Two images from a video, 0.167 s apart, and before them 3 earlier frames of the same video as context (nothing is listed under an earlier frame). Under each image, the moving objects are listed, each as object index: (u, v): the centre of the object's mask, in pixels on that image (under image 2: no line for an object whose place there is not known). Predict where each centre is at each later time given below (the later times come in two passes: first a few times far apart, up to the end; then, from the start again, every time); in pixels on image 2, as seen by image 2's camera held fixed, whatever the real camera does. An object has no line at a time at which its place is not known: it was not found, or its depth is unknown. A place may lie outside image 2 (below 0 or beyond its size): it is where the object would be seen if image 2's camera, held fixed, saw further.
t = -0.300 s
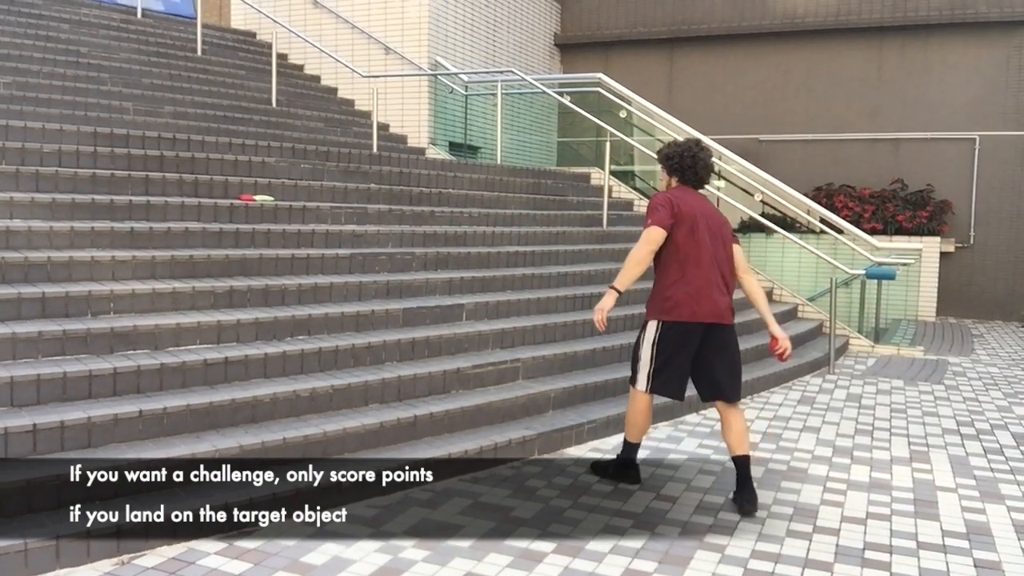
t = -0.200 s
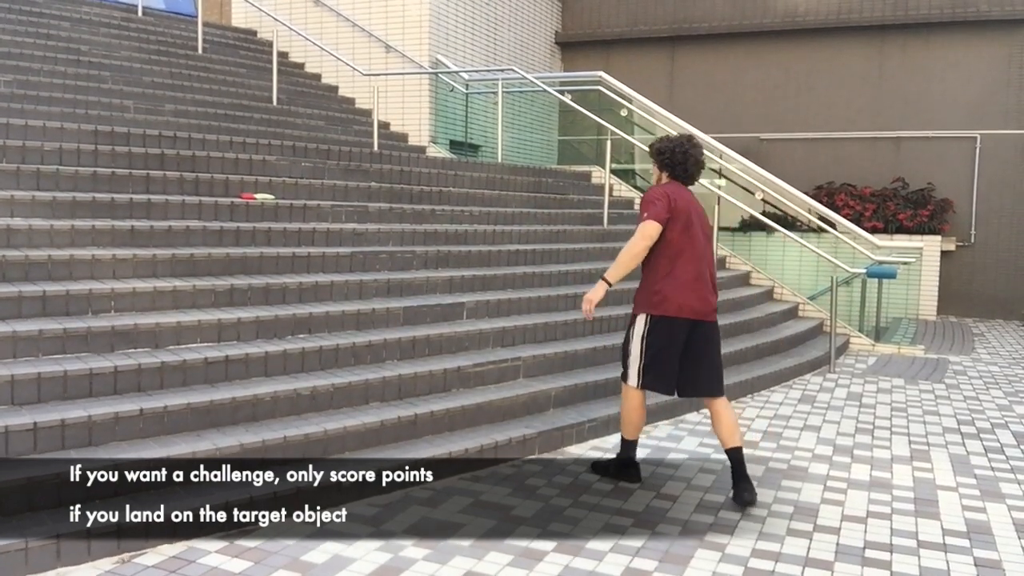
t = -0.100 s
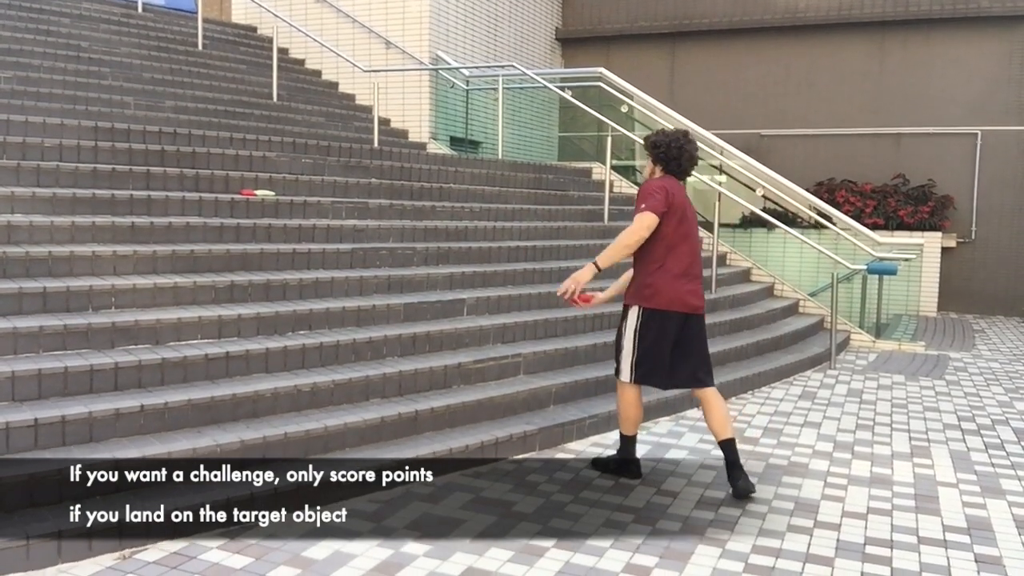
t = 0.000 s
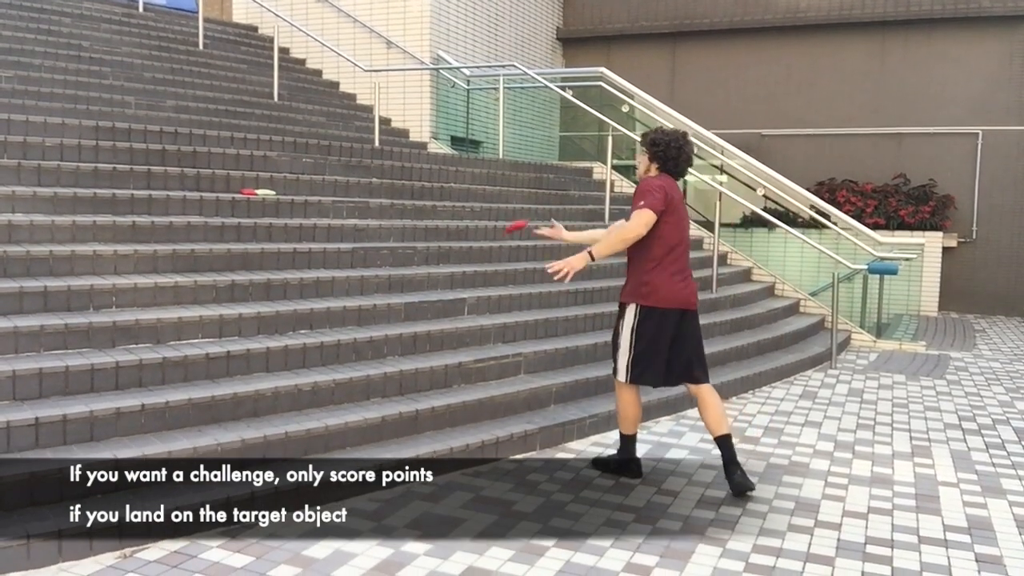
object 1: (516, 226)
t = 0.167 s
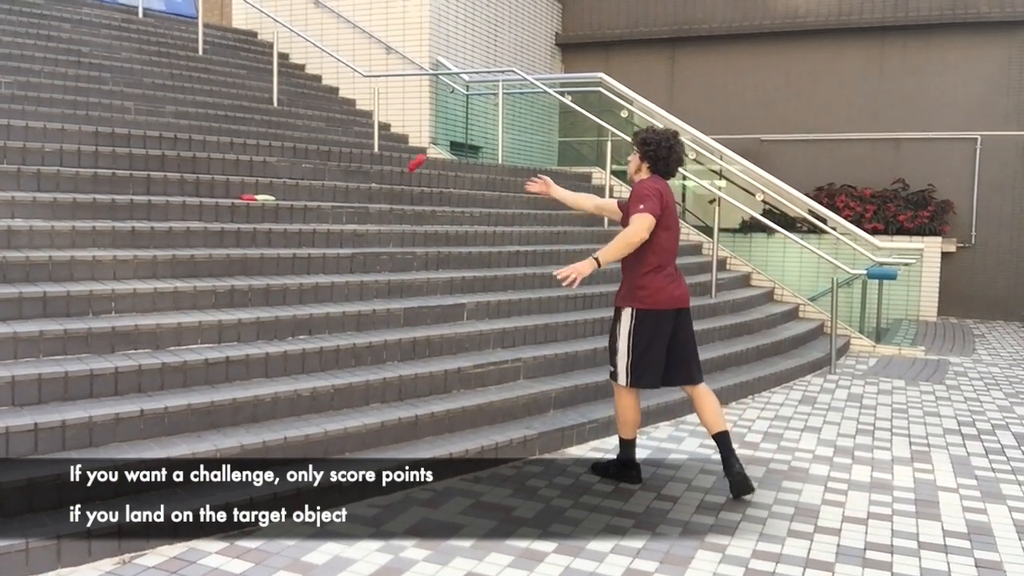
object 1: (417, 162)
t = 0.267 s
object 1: (364, 147)
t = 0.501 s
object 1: (259, 170)
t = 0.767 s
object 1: (263, 175)
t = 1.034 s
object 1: (263, 175)
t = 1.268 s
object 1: (264, 174)
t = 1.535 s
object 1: (263, 175)
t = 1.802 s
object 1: (263, 175)
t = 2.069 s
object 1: (263, 175)
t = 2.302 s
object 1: (263, 175)
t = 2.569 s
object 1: (263, 175)
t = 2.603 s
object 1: (263, 175)
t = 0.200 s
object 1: (398, 156)
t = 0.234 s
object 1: (381, 150)
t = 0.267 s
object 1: (364, 147)
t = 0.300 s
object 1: (347, 146)
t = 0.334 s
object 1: (331, 146)
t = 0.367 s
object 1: (316, 148)
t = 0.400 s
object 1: (301, 152)
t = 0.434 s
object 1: (286, 157)
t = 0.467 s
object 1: (272, 163)
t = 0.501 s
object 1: (259, 170)
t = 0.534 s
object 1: (259, 171)
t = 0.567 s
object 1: (260, 172)
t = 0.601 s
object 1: (262, 173)
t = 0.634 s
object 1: (262, 174)
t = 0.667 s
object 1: (263, 174)
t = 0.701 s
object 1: (263, 174)
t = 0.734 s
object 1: (263, 175)
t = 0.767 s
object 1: (263, 175)
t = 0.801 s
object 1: (263, 175)
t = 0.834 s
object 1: (263, 175)
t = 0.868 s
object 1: (263, 175)
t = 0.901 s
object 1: (263, 174)
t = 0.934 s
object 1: (263, 175)
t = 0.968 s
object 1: (263, 174)
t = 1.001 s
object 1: (263, 175)
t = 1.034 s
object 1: (263, 175)
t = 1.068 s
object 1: (263, 175)
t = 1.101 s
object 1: (263, 174)
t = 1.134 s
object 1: (263, 175)
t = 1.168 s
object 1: (263, 175)
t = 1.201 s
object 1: (263, 175)
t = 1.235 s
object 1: (263, 175)
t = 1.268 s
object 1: (264, 174)
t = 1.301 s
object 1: (263, 175)
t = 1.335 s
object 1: (263, 175)
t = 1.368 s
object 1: (263, 175)
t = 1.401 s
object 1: (263, 175)
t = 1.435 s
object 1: (263, 175)
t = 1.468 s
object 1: (263, 175)
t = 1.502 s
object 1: (263, 175)
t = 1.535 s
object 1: (263, 175)
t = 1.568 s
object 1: (263, 175)
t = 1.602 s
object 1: (263, 175)
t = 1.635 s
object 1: (263, 175)
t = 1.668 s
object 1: (263, 175)
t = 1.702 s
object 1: (263, 175)
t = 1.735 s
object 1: (263, 175)
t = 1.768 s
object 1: (263, 175)
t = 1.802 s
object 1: (263, 175)
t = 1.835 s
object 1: (263, 175)
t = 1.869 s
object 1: (263, 175)
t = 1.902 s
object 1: (263, 175)
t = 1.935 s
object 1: (263, 175)
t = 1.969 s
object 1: (263, 175)
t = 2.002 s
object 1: (264, 175)
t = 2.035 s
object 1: (263, 175)
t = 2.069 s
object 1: (263, 175)
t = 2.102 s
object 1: (263, 175)
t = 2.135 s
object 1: (263, 175)
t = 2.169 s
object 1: (263, 175)
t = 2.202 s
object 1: (263, 175)
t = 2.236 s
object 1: (263, 175)
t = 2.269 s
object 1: (263, 175)
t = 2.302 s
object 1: (263, 175)
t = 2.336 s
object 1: (263, 175)
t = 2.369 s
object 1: (263, 175)
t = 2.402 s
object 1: (263, 175)
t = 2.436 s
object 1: (263, 175)
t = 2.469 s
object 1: (263, 175)
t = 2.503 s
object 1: (263, 175)
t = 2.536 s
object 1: (263, 174)
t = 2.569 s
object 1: (263, 175)
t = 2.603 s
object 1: (263, 175)
